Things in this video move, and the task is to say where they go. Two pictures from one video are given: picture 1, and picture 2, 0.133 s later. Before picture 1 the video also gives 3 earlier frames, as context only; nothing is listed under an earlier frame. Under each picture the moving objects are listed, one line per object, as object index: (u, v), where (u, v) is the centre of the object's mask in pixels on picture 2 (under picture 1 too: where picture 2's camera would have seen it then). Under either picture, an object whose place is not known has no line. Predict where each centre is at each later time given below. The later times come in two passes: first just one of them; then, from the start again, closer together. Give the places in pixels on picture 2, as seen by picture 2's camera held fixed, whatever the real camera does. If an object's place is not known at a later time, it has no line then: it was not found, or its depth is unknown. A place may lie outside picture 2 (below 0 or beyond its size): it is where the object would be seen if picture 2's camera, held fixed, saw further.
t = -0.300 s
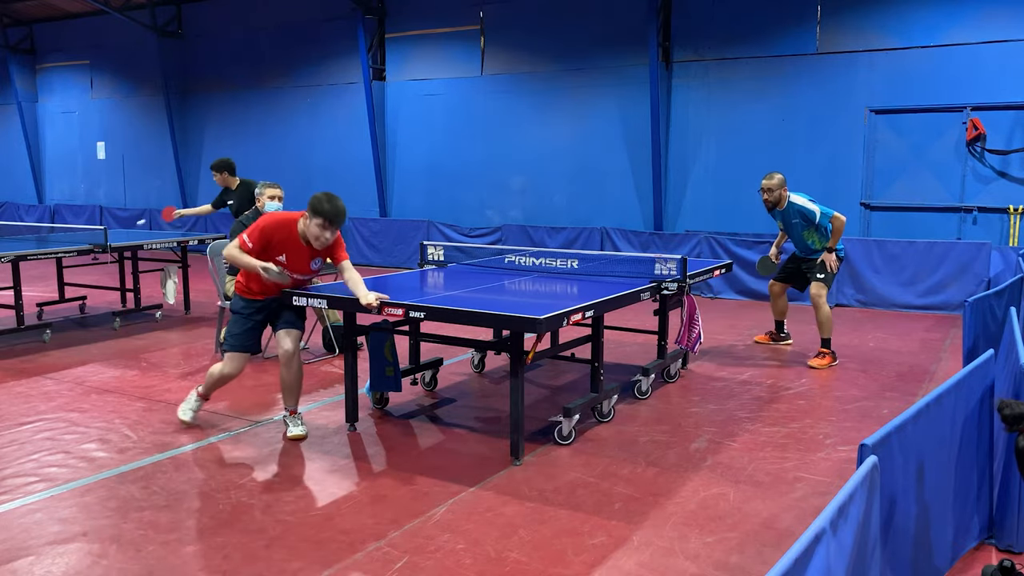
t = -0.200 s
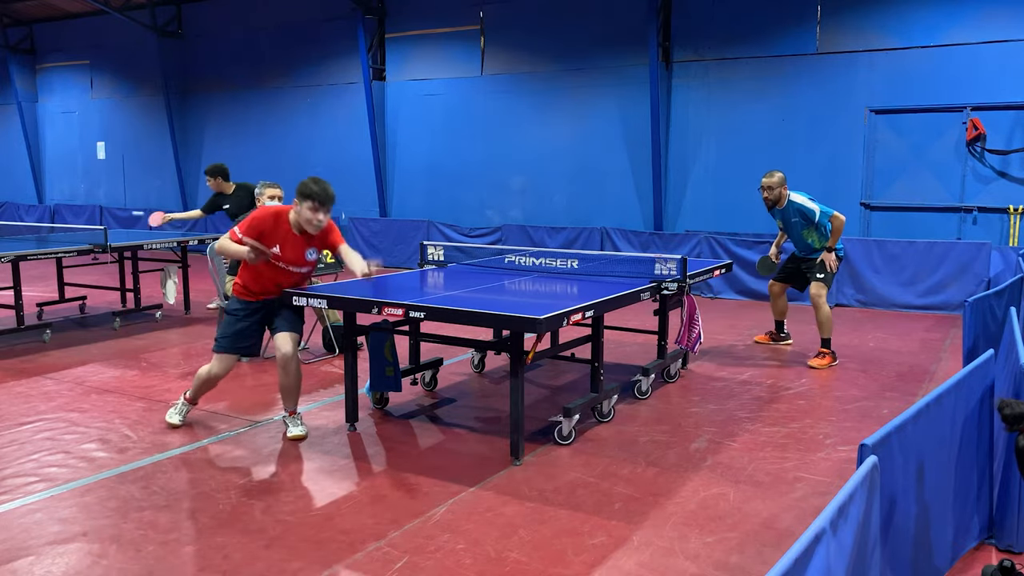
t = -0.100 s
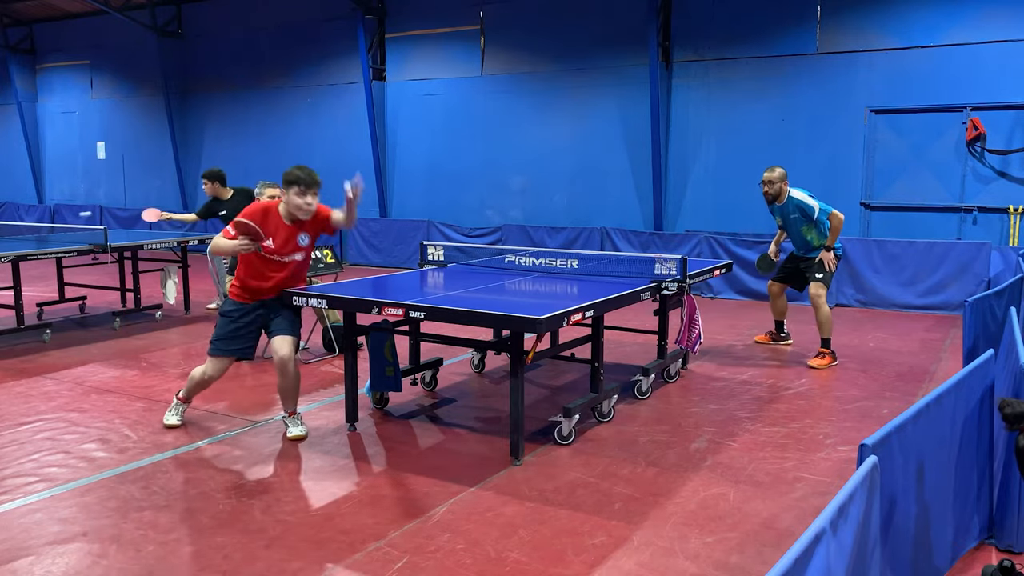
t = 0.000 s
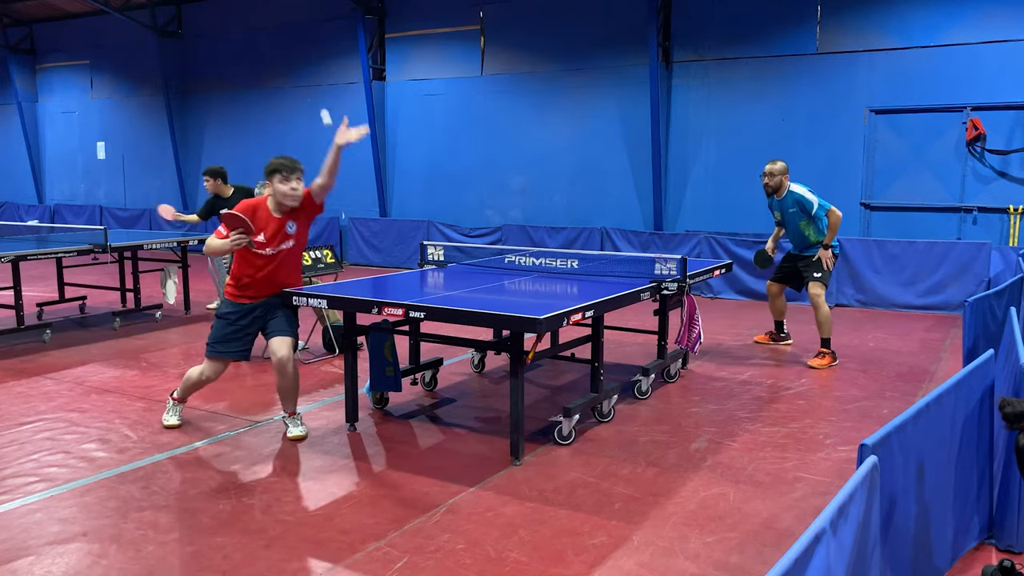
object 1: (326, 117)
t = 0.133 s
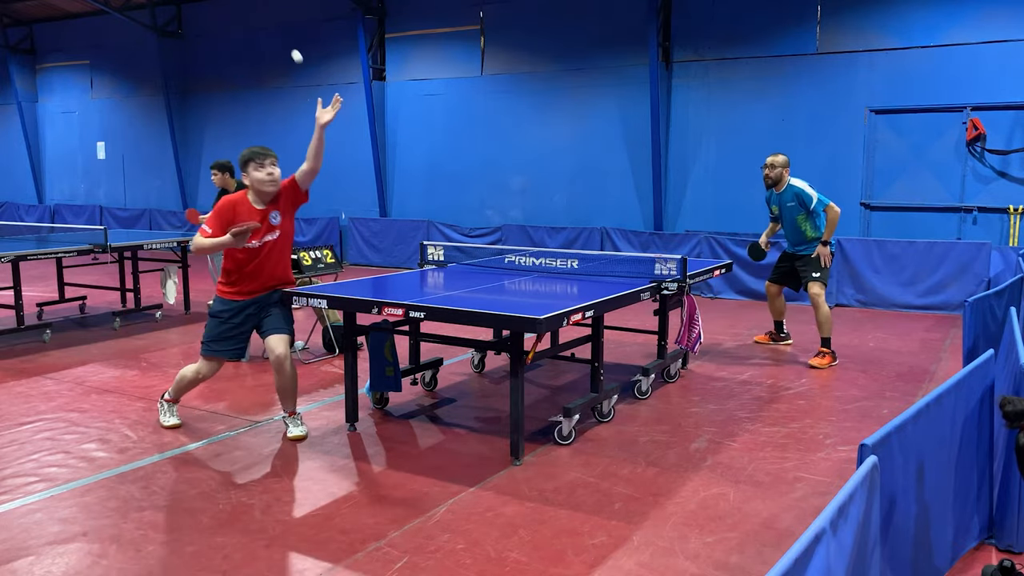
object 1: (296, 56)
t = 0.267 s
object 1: (270, 35)
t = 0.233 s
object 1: (276, 37)
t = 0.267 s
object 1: (270, 35)
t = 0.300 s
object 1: (264, 36)
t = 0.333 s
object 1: (258, 39)
